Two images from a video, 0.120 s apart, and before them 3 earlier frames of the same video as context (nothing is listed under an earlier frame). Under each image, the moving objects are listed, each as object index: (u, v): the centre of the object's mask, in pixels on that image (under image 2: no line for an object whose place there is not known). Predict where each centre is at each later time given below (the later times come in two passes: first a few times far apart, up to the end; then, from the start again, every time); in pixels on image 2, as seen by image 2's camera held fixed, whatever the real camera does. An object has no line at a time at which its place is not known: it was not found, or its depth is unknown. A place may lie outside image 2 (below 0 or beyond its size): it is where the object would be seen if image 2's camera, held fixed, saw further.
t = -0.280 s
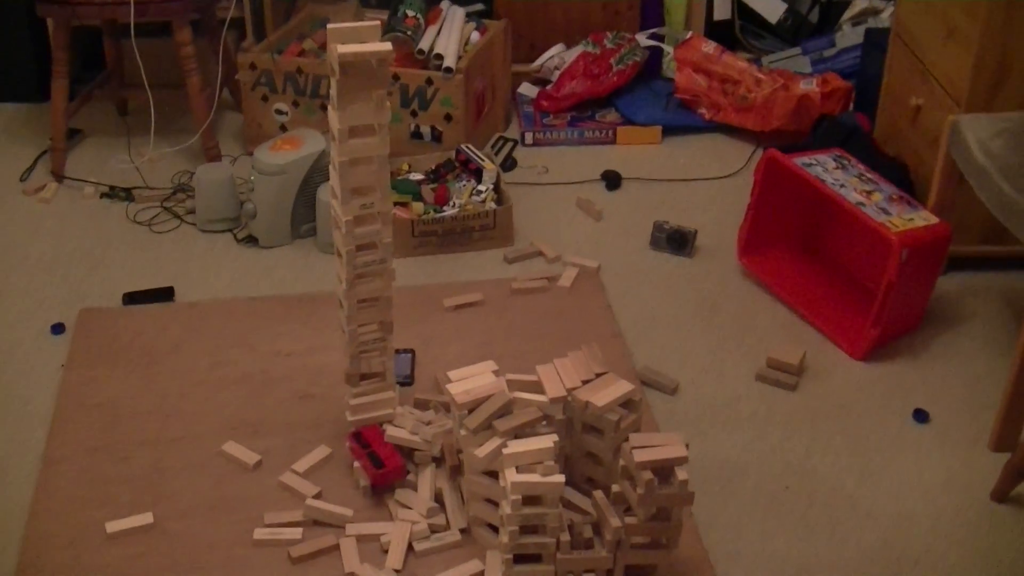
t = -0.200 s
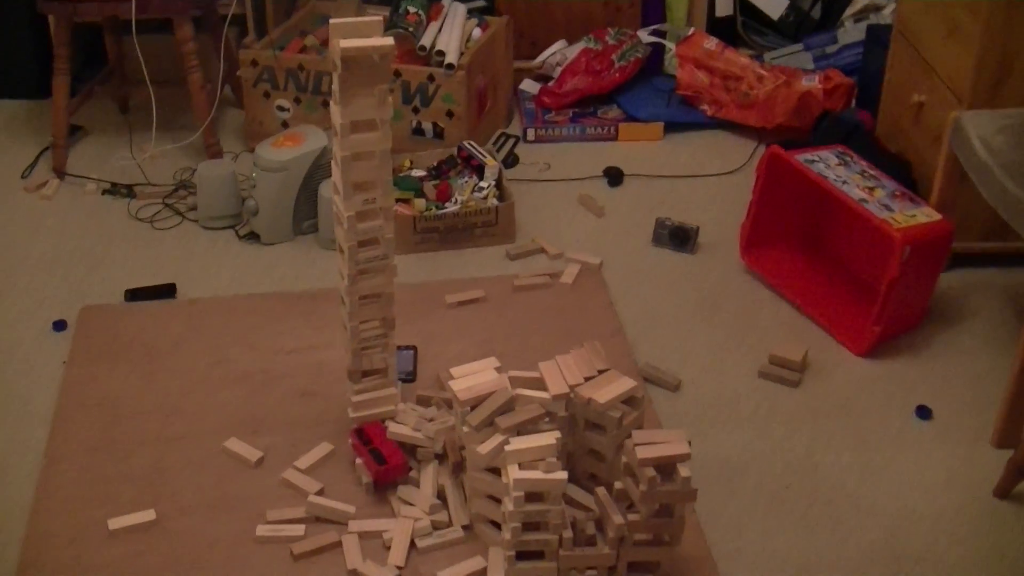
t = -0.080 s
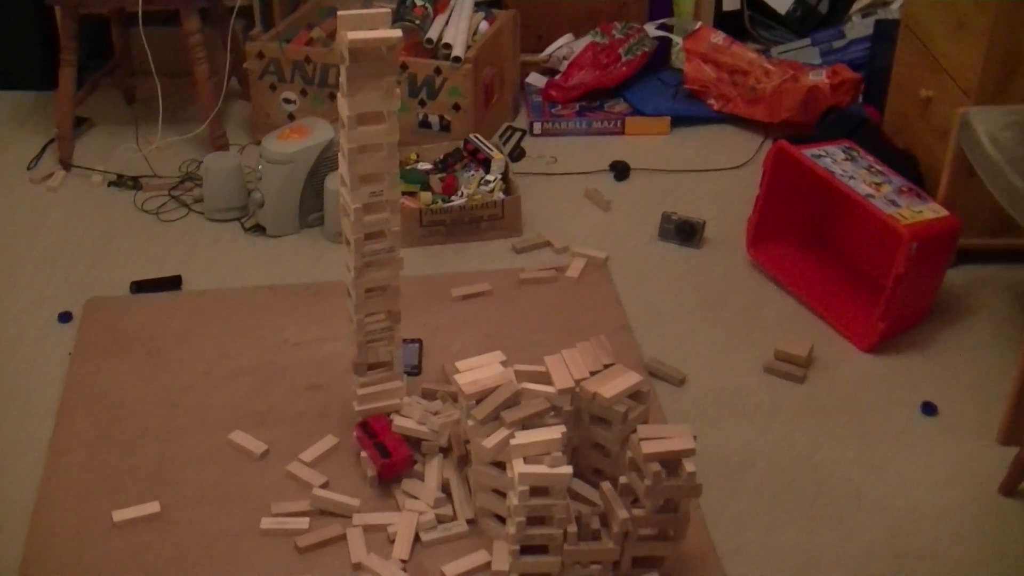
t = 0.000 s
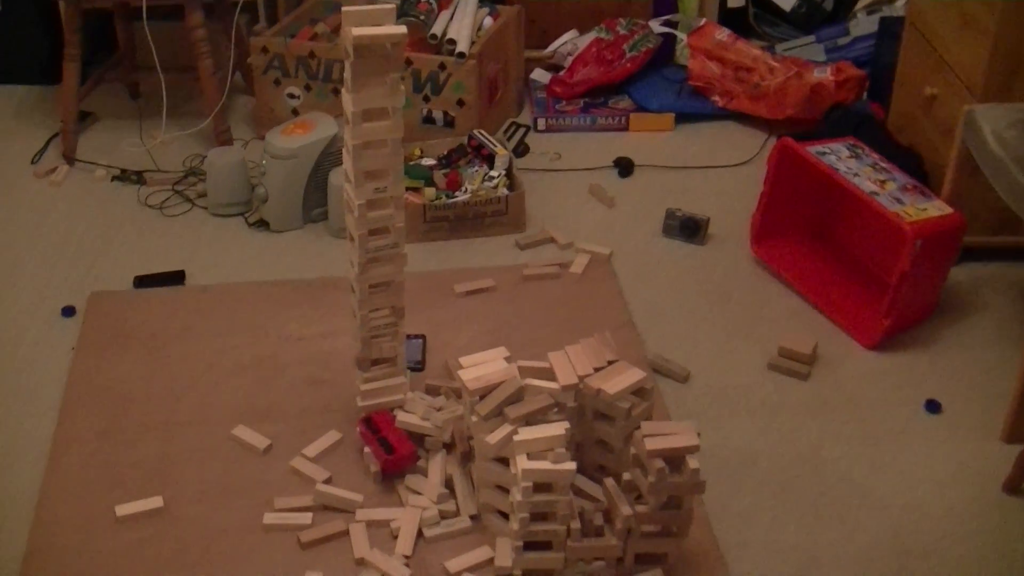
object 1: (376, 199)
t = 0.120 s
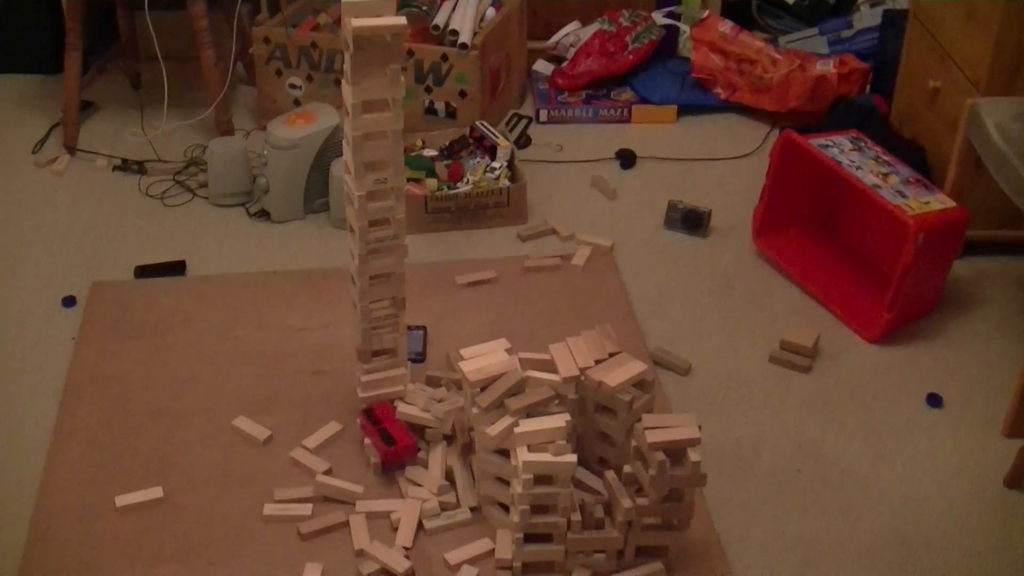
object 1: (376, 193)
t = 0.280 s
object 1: (377, 197)
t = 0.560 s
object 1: (375, 193)
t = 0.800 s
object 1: (378, 229)
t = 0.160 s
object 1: (376, 195)
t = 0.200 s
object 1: (377, 196)
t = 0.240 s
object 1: (377, 196)
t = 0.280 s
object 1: (377, 197)
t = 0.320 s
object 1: (377, 199)
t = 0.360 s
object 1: (377, 199)
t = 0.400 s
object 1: (377, 198)
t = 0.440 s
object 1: (376, 198)
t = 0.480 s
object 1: (377, 198)
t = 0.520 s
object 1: (377, 196)
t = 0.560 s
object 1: (375, 193)
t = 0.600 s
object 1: (375, 192)
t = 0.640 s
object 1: (375, 191)
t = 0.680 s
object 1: (374, 195)
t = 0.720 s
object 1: (376, 200)
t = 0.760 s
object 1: (379, 211)
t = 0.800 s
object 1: (378, 229)
